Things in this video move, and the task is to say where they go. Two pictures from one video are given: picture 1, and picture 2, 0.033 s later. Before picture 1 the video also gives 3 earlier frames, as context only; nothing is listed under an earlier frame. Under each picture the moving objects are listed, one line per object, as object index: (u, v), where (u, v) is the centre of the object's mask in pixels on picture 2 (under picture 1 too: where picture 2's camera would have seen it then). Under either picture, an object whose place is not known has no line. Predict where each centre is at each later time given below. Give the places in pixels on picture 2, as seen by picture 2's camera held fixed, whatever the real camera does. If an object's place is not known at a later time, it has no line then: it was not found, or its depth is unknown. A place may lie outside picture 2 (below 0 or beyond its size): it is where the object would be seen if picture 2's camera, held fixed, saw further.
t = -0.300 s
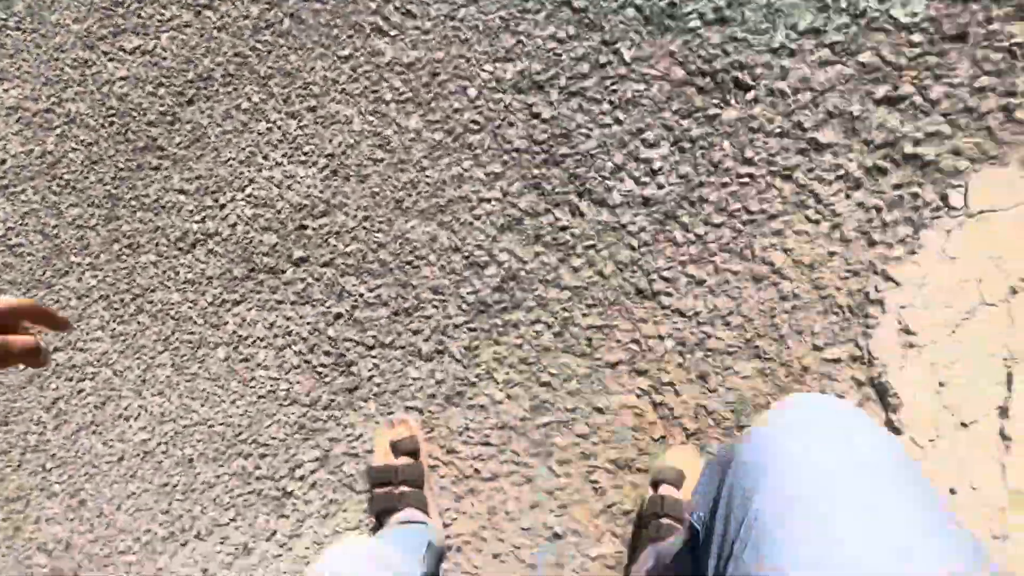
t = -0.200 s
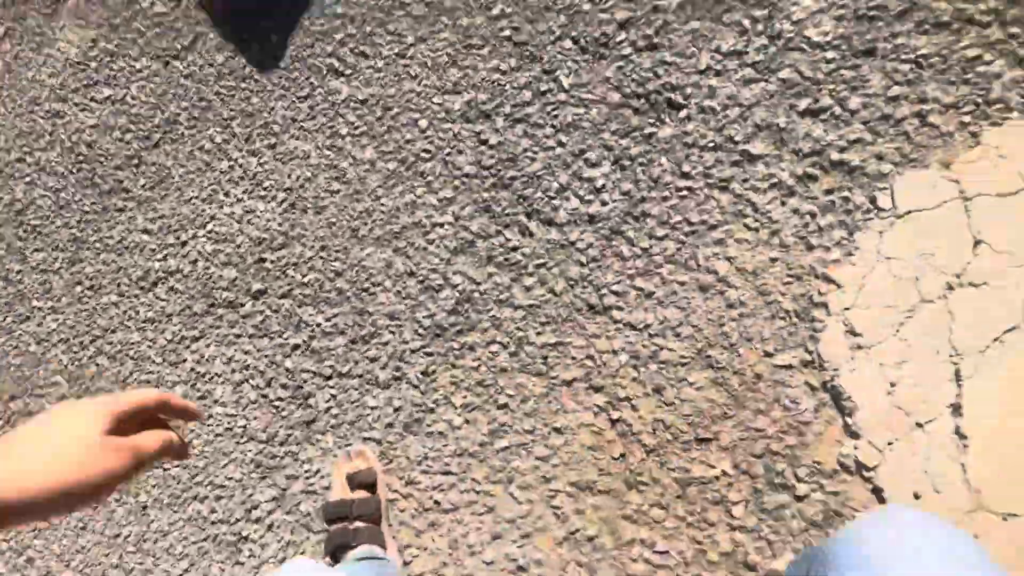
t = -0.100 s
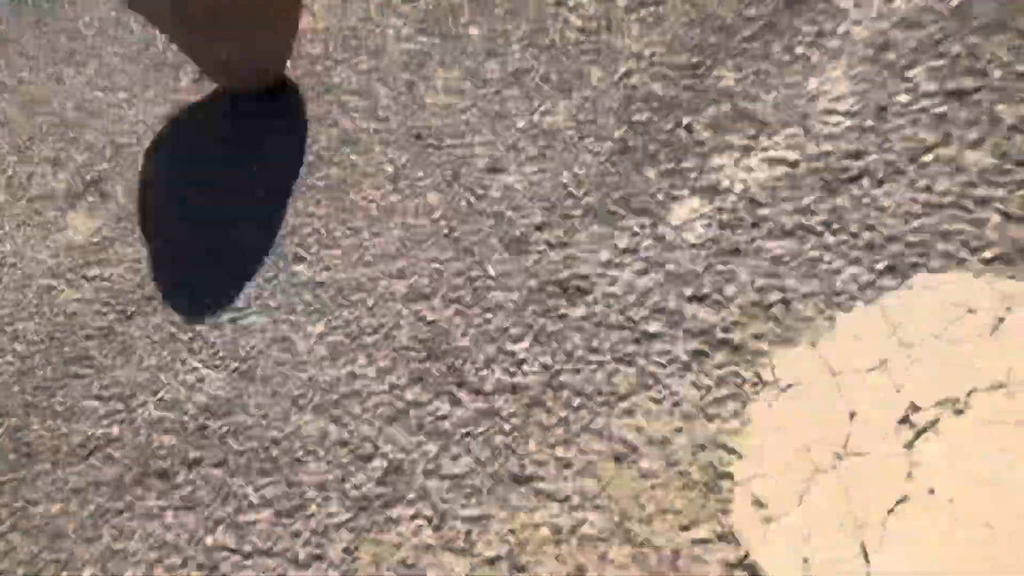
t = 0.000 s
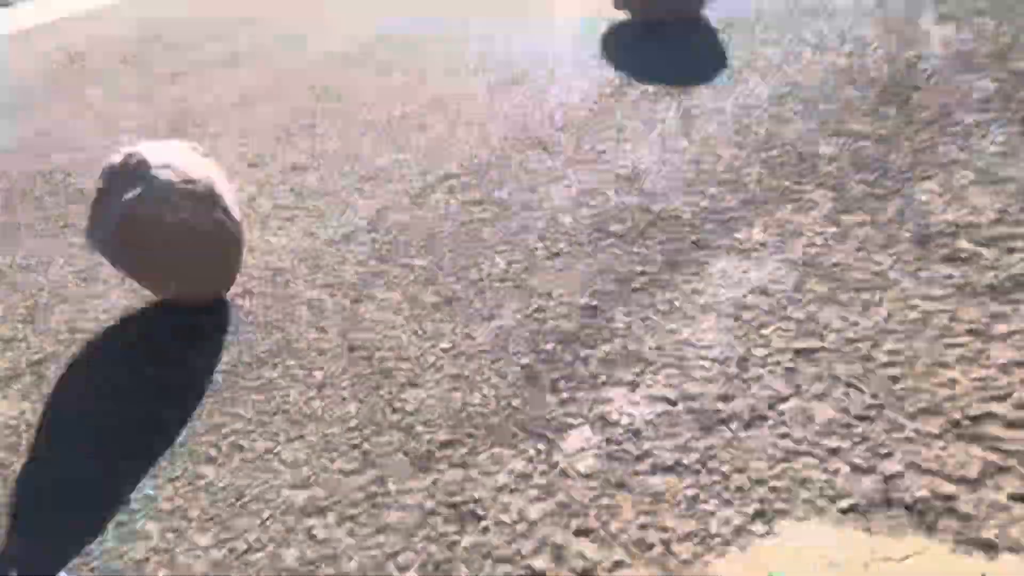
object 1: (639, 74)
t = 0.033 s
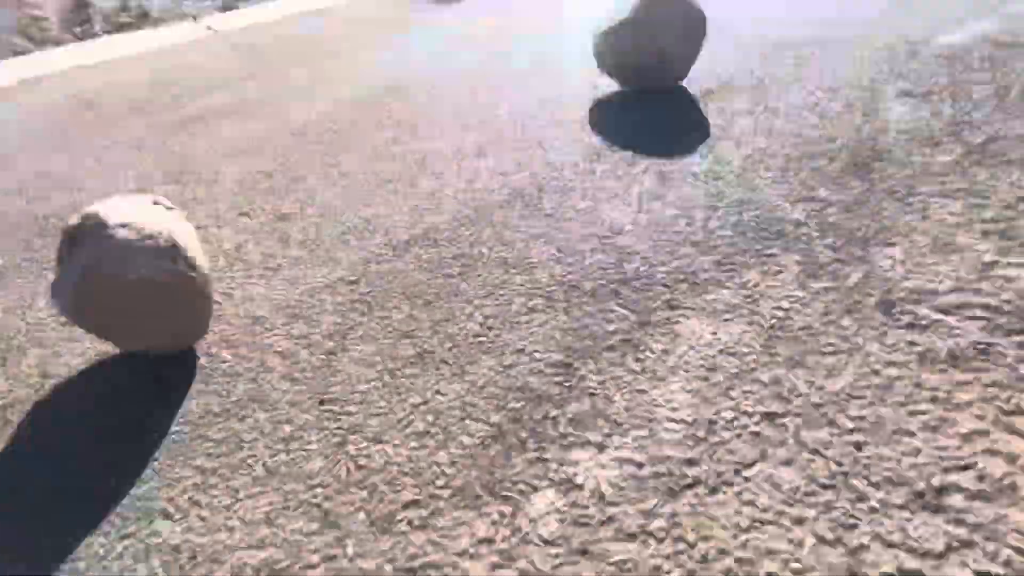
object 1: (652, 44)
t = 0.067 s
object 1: (656, 45)
